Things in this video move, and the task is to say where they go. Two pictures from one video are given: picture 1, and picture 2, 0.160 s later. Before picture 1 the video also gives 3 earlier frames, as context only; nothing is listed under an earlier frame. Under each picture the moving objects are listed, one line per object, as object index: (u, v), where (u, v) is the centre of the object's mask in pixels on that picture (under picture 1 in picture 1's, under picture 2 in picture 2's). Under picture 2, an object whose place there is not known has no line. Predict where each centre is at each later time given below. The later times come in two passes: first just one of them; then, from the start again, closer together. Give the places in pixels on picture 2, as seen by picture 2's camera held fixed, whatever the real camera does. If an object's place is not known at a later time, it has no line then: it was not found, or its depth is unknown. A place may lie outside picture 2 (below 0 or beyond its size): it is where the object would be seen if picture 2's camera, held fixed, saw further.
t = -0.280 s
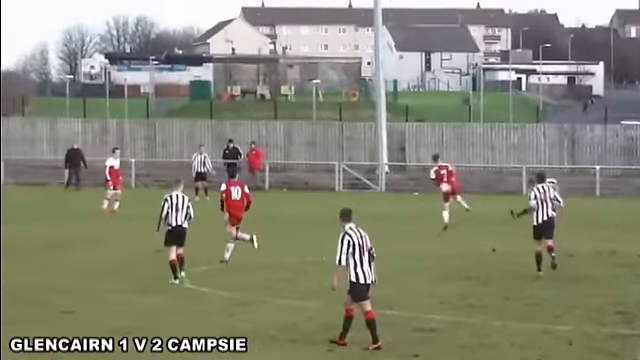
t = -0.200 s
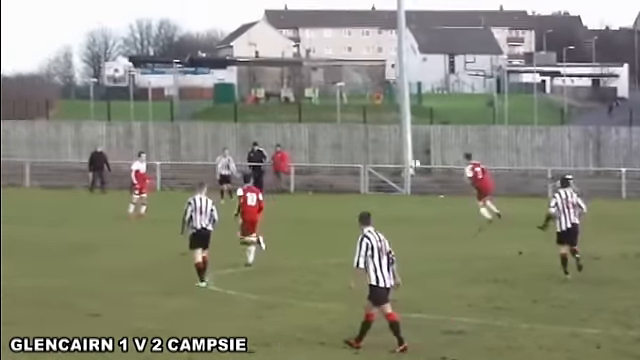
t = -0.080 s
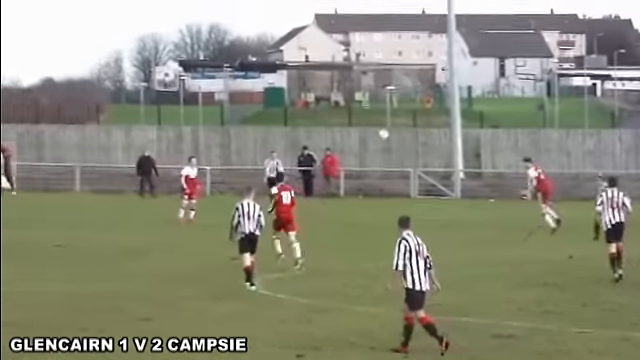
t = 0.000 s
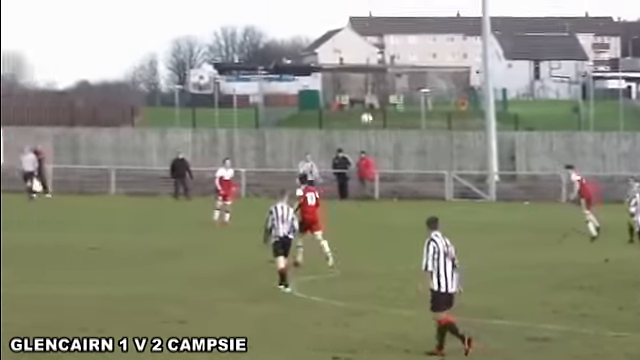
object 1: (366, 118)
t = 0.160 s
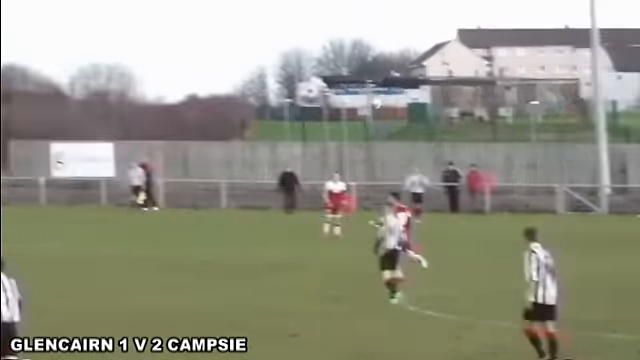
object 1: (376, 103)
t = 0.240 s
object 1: (328, 93)
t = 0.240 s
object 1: (328, 93)
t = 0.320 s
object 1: (282, 87)
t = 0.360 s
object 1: (260, 85)
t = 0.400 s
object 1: (237, 84)
